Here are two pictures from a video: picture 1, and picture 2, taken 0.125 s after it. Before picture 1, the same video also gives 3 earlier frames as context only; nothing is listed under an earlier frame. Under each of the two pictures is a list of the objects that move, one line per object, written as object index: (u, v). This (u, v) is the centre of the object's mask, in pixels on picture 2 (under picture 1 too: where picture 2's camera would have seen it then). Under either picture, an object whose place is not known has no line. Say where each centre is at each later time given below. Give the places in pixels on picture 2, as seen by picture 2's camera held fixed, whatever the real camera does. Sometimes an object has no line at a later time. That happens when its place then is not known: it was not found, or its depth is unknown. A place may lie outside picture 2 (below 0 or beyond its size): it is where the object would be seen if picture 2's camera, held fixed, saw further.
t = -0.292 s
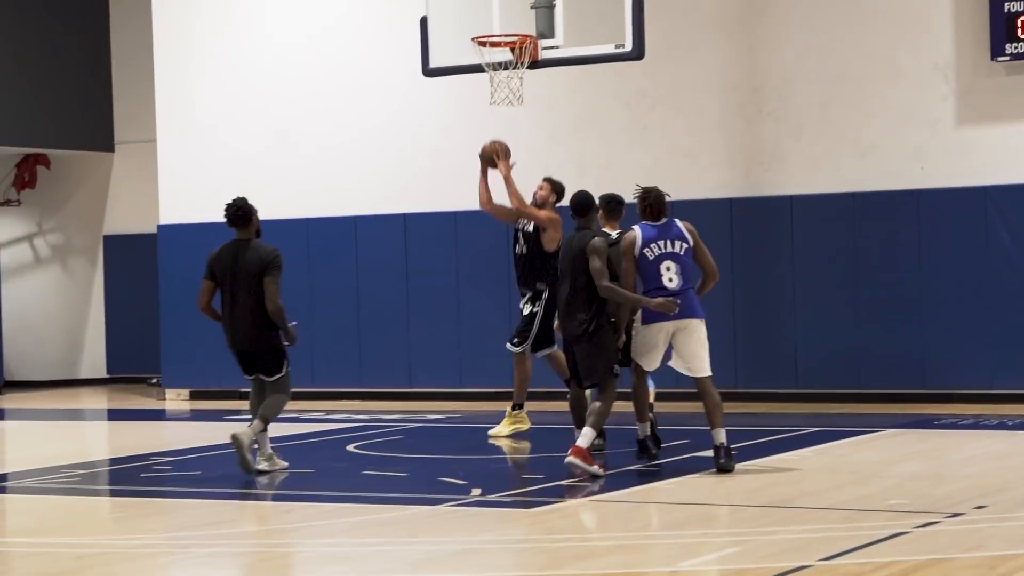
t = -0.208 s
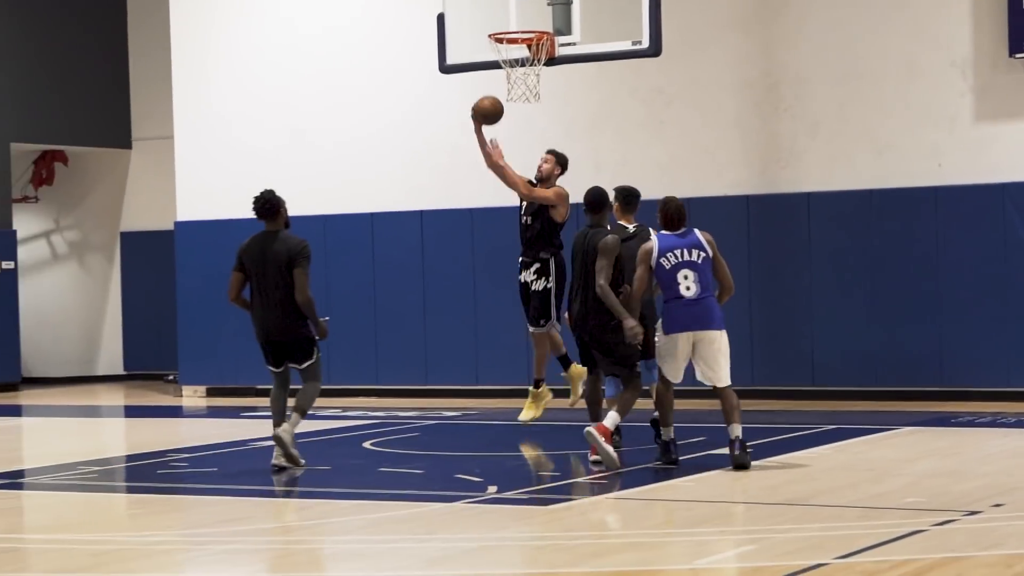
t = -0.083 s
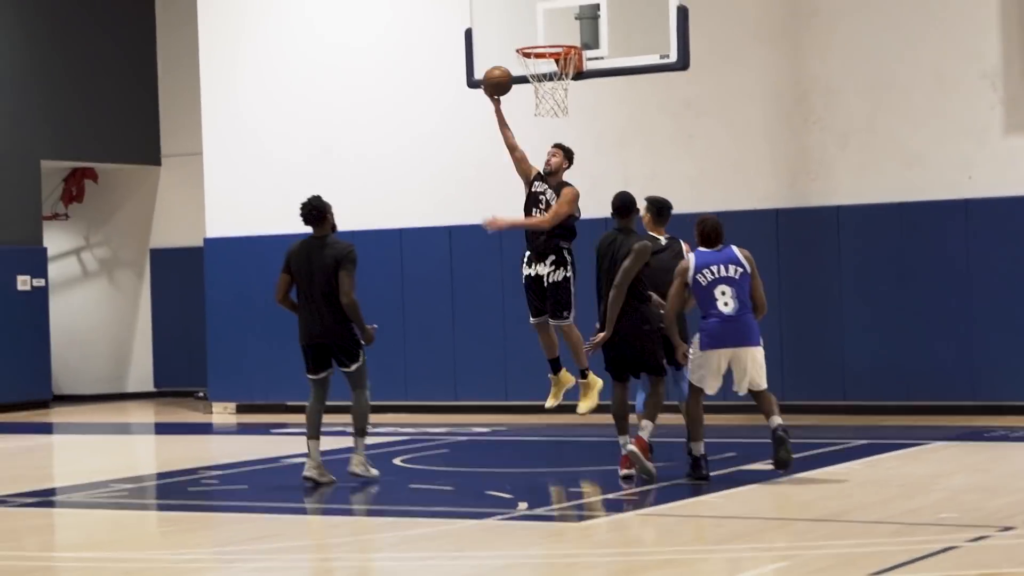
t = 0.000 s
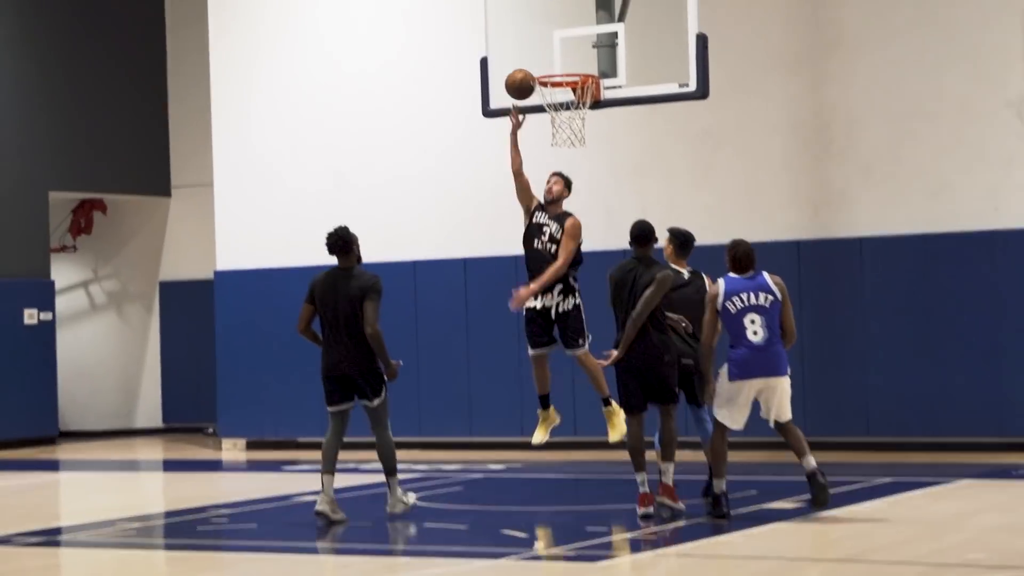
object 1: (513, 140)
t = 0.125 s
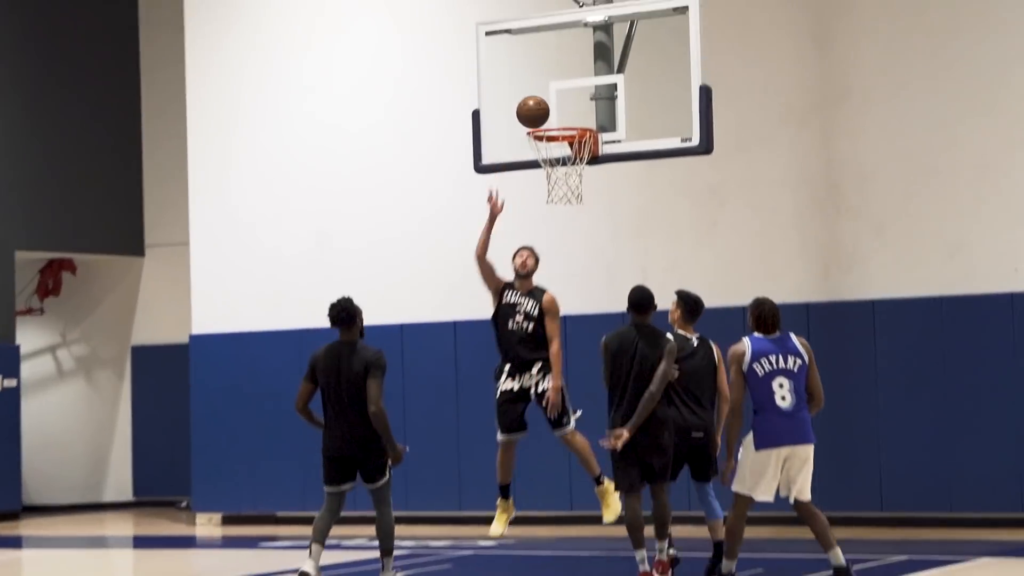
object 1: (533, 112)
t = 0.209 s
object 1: (547, 106)
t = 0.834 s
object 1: (544, 180)
